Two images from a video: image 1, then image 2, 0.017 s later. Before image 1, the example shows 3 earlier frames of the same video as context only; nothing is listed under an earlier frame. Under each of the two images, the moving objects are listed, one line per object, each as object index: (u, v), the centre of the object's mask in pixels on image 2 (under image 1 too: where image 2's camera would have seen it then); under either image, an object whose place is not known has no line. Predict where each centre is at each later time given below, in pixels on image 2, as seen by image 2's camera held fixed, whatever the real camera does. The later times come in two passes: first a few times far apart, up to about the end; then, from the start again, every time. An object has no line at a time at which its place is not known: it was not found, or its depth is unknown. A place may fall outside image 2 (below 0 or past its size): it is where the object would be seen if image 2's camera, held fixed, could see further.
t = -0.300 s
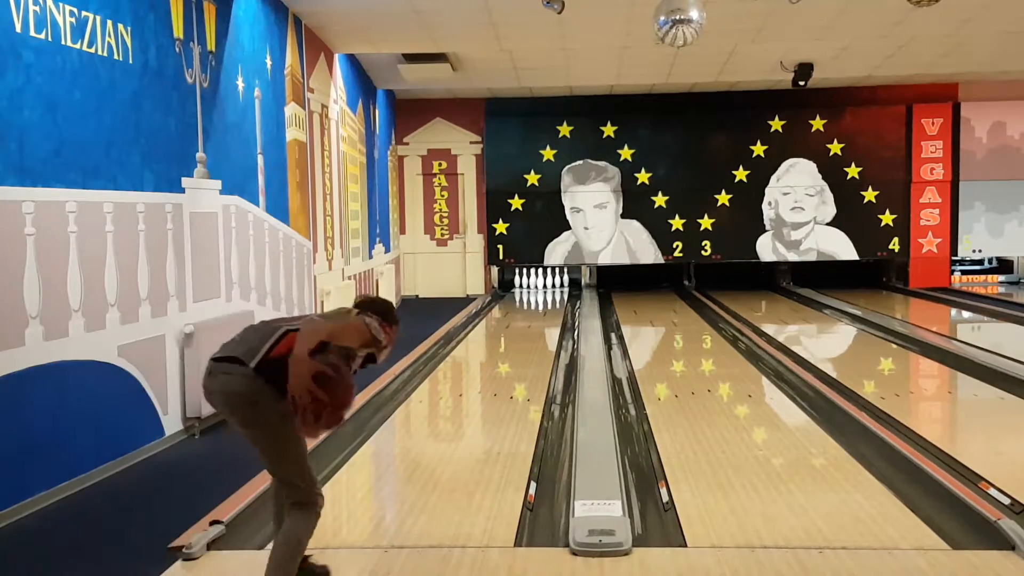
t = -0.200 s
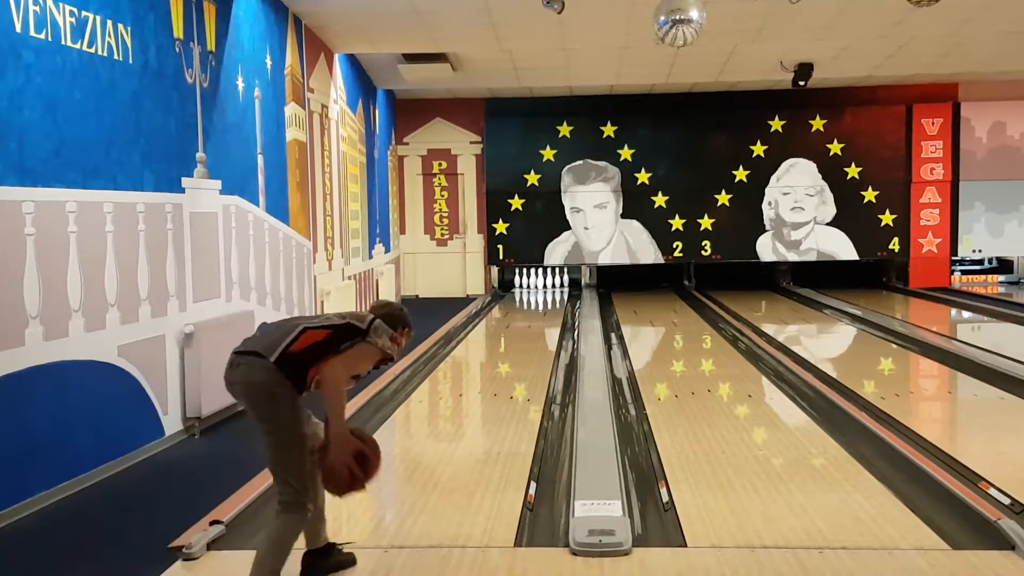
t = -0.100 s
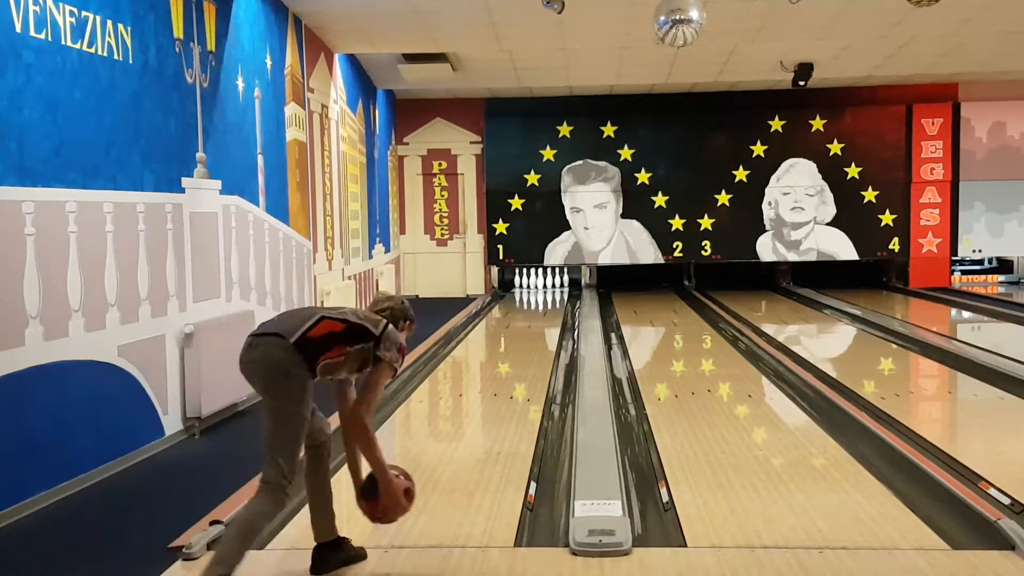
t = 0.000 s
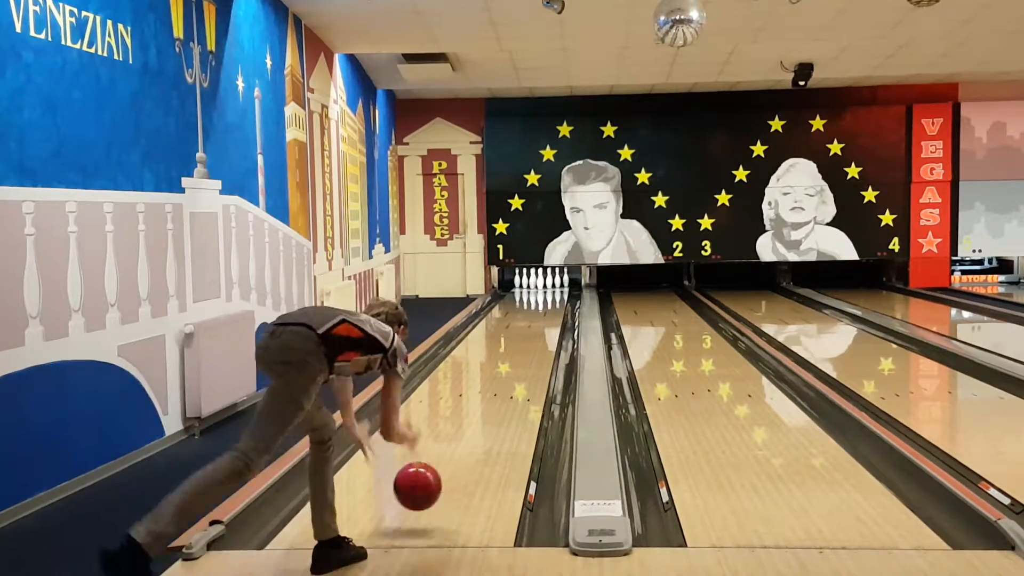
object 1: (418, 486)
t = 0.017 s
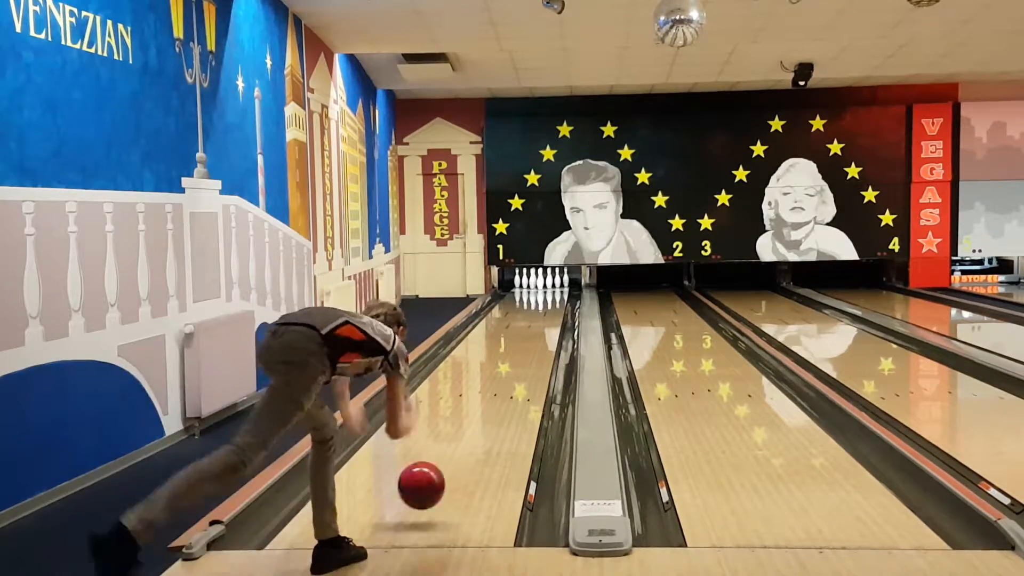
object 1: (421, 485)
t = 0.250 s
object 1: (462, 443)
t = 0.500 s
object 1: (490, 402)
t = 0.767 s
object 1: (510, 372)
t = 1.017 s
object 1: (524, 352)
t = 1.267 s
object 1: (533, 336)
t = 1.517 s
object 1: (541, 323)
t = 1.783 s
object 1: (547, 313)
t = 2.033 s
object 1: (551, 305)
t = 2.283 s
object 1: (554, 297)
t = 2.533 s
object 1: (554, 292)
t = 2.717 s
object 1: (553, 288)
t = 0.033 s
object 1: (425, 485)
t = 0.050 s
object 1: (429, 486)
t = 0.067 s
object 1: (432, 487)
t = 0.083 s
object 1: (435, 481)
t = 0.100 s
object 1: (438, 475)
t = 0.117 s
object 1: (441, 470)
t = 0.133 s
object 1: (444, 465)
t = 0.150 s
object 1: (447, 461)
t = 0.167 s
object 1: (450, 458)
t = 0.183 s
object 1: (452, 455)
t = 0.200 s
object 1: (455, 453)
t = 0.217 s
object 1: (457, 450)
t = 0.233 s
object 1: (460, 447)
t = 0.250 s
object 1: (462, 443)
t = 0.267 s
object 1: (465, 440)
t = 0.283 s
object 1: (467, 437)
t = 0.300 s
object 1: (469, 434)
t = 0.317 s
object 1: (471, 431)
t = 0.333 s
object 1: (473, 428)
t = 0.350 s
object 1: (475, 425)
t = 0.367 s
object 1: (477, 422)
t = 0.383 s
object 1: (479, 419)
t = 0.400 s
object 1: (481, 417)
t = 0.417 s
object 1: (482, 414)
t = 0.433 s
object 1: (484, 412)
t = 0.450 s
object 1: (486, 409)
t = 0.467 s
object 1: (487, 407)
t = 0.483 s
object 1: (489, 404)
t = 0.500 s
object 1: (490, 402)
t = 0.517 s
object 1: (492, 400)
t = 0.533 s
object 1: (493, 398)
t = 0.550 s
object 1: (495, 395)
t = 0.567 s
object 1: (496, 394)
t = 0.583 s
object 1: (497, 392)
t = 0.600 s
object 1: (499, 390)
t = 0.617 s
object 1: (500, 388)
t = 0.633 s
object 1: (501, 386)
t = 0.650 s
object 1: (503, 384)
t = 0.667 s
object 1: (504, 383)
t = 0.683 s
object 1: (505, 381)
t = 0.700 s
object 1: (506, 379)
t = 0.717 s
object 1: (507, 377)
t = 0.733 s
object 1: (508, 375)
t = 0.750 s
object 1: (509, 374)
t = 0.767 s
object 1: (510, 372)
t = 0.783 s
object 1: (511, 371)
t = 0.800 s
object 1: (512, 369)
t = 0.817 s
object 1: (513, 368)
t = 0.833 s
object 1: (514, 366)
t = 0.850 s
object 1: (515, 365)
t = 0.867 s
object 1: (516, 363)
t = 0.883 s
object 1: (517, 362)
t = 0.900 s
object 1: (518, 361)
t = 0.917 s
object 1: (519, 359)
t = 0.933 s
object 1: (519, 358)
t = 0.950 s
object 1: (520, 356)
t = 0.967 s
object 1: (521, 355)
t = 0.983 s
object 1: (522, 354)
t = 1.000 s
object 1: (523, 353)
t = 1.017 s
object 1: (524, 352)
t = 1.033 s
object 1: (524, 351)
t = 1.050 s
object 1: (525, 349)
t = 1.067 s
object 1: (526, 348)
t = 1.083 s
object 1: (527, 347)
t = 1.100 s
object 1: (527, 346)
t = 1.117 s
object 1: (528, 345)
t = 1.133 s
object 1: (529, 344)
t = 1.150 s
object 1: (529, 343)
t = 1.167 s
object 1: (530, 342)
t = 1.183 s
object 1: (530, 341)
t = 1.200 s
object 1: (531, 340)
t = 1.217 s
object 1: (532, 339)
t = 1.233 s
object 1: (532, 338)
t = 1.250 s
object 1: (533, 337)
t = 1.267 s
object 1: (533, 336)
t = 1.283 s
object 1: (534, 335)
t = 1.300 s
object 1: (535, 334)
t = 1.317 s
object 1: (535, 333)
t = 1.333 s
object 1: (536, 332)
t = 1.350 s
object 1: (536, 331)
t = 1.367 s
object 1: (537, 330)
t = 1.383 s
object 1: (537, 330)
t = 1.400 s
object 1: (538, 329)
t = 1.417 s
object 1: (538, 328)
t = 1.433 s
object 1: (539, 327)
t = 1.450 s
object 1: (539, 327)
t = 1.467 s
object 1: (540, 326)
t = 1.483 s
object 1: (540, 325)
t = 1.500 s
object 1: (541, 324)
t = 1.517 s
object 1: (541, 323)
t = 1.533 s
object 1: (541, 323)
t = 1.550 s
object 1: (542, 322)
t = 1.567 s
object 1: (542, 321)
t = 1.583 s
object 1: (543, 320)
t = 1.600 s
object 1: (543, 319)
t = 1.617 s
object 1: (543, 319)
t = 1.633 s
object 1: (543, 319)
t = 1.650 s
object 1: (544, 318)
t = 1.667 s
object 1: (545, 317)
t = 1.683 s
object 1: (545, 317)
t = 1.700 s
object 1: (546, 316)
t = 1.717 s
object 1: (546, 315)
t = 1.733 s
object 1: (546, 314)
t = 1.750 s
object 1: (546, 314)
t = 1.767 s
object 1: (547, 313)
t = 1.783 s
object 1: (547, 313)
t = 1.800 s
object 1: (547, 312)
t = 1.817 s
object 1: (548, 311)
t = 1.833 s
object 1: (548, 311)
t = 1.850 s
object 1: (548, 310)
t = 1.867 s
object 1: (549, 309)
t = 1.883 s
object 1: (549, 309)
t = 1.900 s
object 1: (550, 308)
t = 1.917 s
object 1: (550, 308)
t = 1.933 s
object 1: (550, 307)
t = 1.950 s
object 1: (550, 307)
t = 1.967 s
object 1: (550, 307)
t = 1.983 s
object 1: (550, 306)
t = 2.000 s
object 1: (550, 306)
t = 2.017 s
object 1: (550, 305)
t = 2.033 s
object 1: (551, 305)
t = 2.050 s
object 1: (551, 304)
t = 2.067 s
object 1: (551, 303)
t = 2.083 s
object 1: (552, 303)
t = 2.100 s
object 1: (552, 302)
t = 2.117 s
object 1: (552, 302)
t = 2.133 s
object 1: (552, 301)
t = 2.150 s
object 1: (553, 301)
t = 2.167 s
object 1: (553, 300)
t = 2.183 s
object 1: (553, 300)
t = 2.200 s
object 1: (553, 299)
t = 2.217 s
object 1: (553, 299)
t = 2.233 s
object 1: (553, 299)
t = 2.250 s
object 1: (553, 298)
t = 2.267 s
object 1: (553, 298)
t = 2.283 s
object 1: (554, 297)
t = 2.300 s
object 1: (554, 297)
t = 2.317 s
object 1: (554, 297)
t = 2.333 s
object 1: (554, 296)
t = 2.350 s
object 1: (554, 296)
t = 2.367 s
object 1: (554, 295)
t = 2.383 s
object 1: (554, 295)
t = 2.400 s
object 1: (554, 294)
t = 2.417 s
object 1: (554, 294)
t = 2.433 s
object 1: (554, 294)
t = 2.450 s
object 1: (554, 293)
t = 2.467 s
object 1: (554, 293)
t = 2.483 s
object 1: (554, 293)
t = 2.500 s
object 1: (554, 293)
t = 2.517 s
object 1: (554, 292)
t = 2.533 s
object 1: (554, 292)
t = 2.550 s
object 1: (554, 291)
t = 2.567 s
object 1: (554, 291)
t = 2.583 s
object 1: (554, 290)
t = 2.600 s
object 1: (554, 290)
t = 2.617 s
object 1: (554, 290)
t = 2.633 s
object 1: (554, 289)
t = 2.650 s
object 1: (554, 289)
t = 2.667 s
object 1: (554, 289)
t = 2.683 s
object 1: (554, 288)
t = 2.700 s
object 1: (553, 288)
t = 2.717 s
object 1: (553, 288)
